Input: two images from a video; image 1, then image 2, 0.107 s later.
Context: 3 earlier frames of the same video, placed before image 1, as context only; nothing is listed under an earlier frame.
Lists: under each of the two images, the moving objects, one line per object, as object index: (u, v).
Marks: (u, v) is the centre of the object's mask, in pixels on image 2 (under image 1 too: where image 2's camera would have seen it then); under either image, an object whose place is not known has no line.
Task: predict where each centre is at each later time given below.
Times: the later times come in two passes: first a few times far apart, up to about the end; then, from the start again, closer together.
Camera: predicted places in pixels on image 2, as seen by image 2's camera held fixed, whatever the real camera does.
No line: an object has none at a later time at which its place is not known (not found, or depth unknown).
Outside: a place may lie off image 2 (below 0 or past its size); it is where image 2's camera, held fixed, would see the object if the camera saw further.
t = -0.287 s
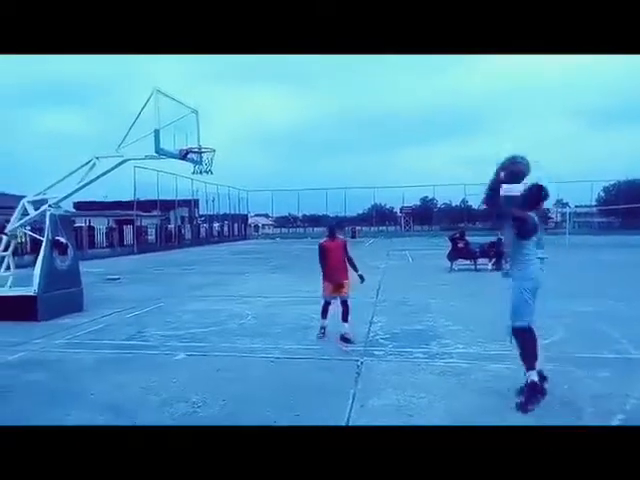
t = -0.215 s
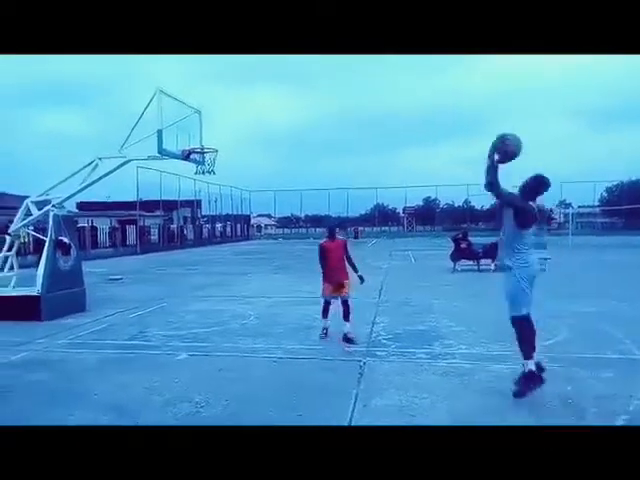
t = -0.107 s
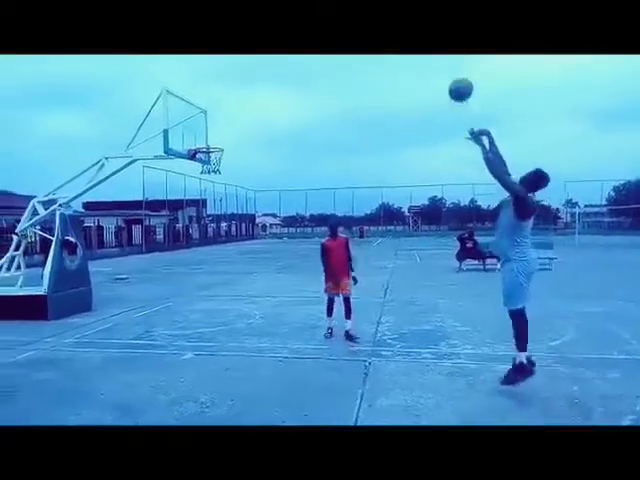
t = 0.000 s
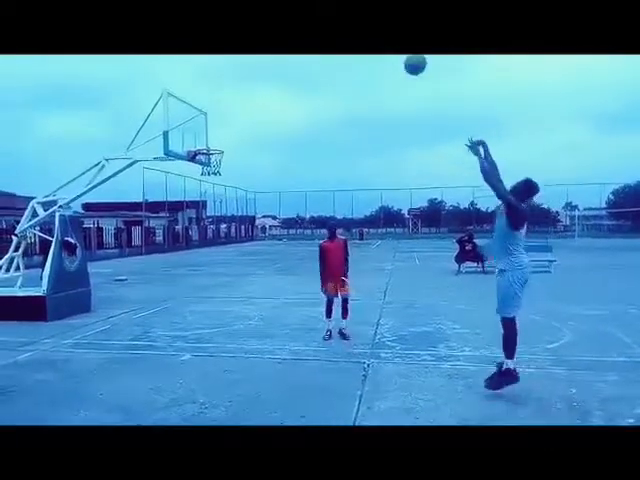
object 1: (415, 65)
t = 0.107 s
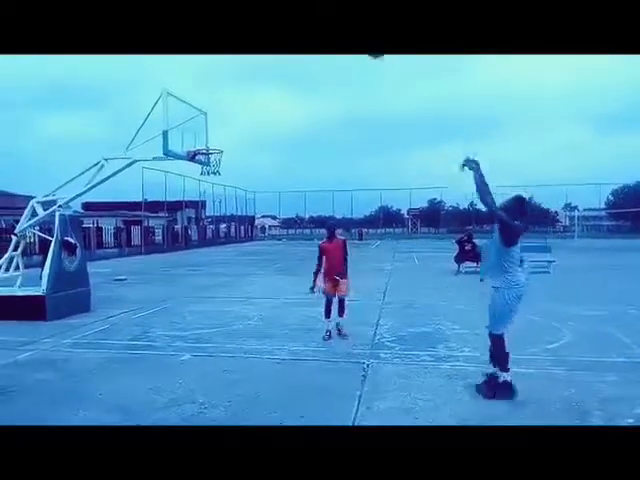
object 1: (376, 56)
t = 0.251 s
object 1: (312, 52)
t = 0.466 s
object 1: (263, 68)
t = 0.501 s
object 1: (256, 74)
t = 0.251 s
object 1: (312, 52)
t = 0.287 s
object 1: (304, 53)
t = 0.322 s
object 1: (295, 54)
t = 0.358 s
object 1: (286, 56)
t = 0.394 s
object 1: (278, 58)
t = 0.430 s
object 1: (271, 63)
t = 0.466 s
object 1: (263, 68)
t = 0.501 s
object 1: (256, 74)
